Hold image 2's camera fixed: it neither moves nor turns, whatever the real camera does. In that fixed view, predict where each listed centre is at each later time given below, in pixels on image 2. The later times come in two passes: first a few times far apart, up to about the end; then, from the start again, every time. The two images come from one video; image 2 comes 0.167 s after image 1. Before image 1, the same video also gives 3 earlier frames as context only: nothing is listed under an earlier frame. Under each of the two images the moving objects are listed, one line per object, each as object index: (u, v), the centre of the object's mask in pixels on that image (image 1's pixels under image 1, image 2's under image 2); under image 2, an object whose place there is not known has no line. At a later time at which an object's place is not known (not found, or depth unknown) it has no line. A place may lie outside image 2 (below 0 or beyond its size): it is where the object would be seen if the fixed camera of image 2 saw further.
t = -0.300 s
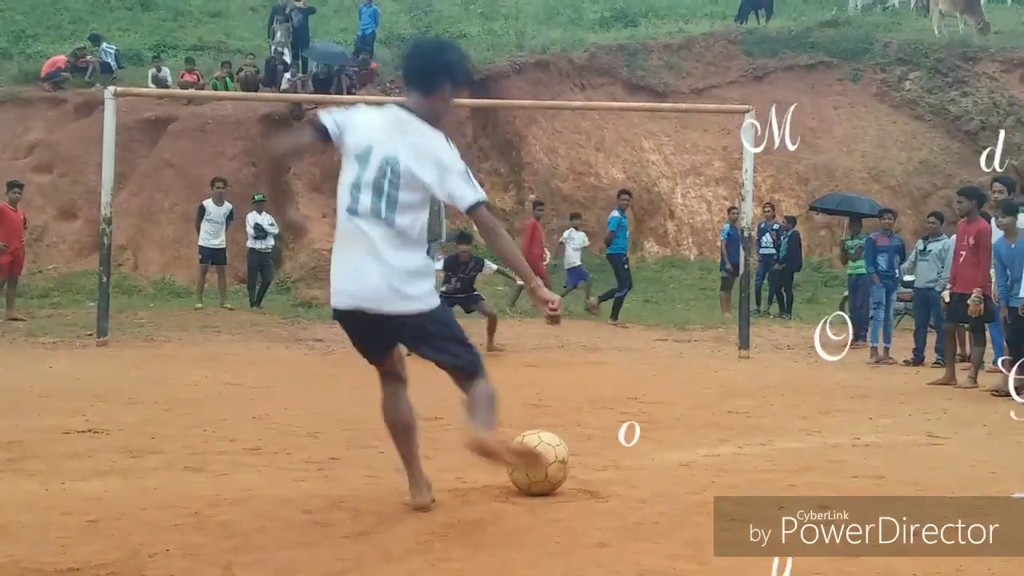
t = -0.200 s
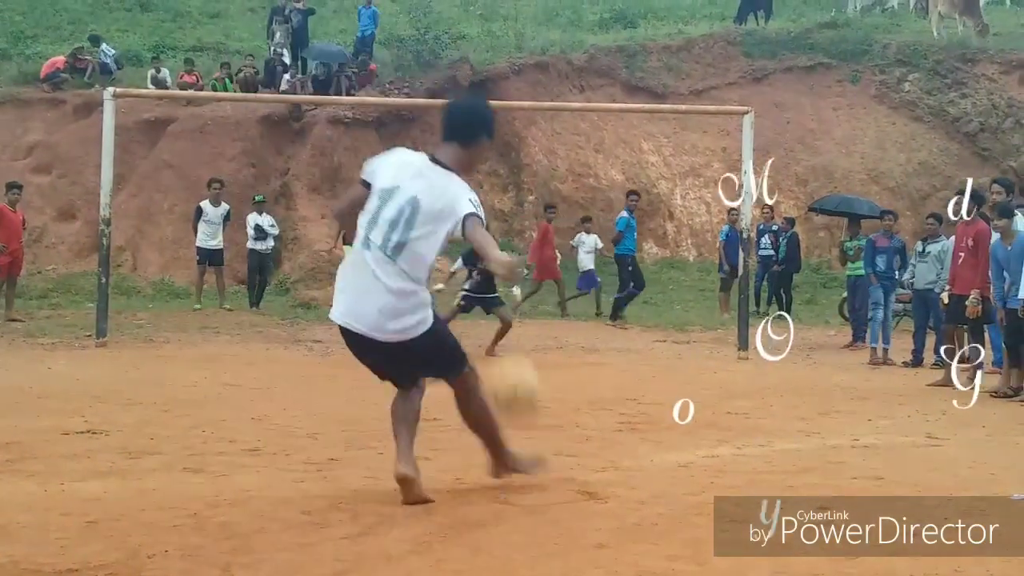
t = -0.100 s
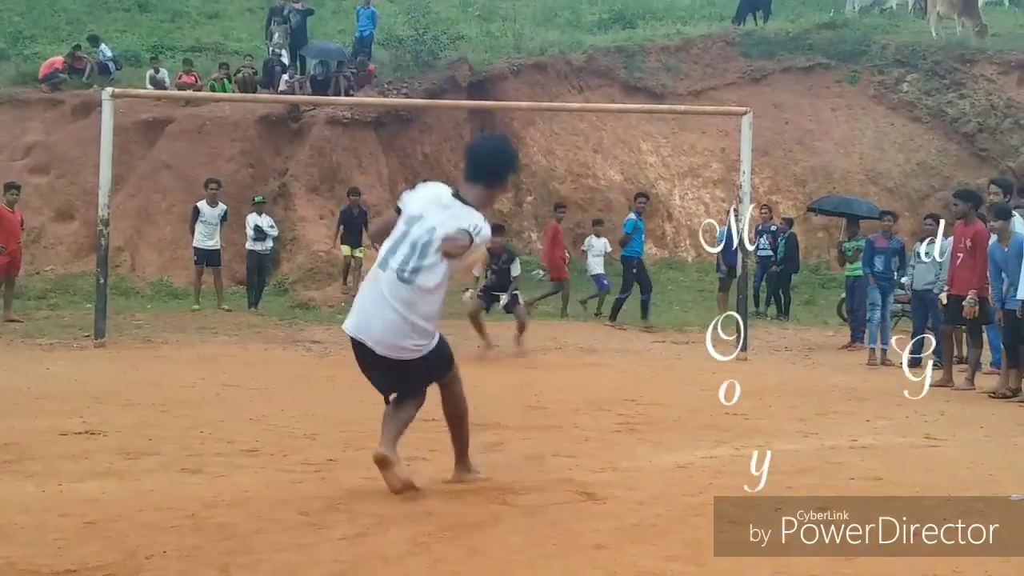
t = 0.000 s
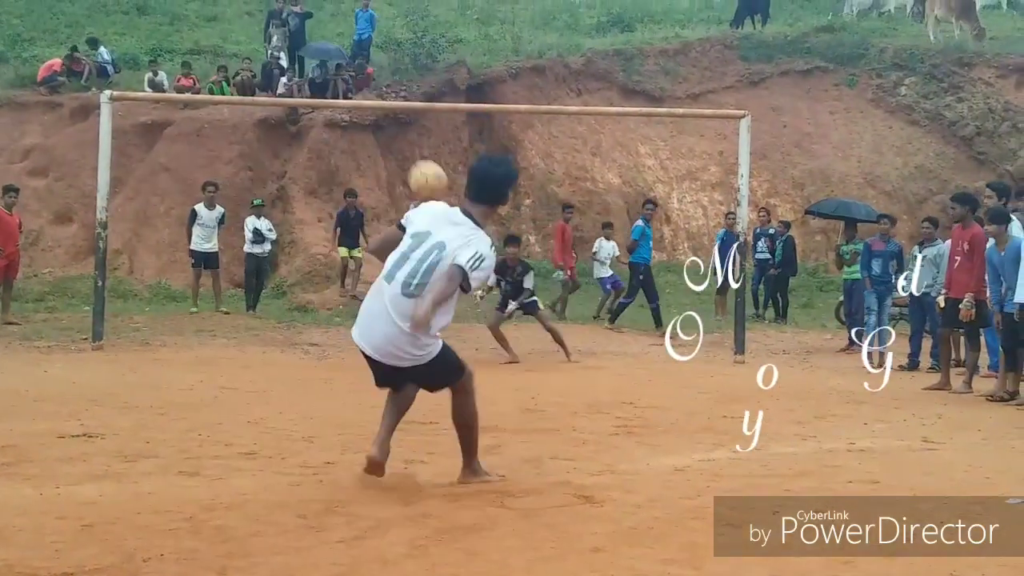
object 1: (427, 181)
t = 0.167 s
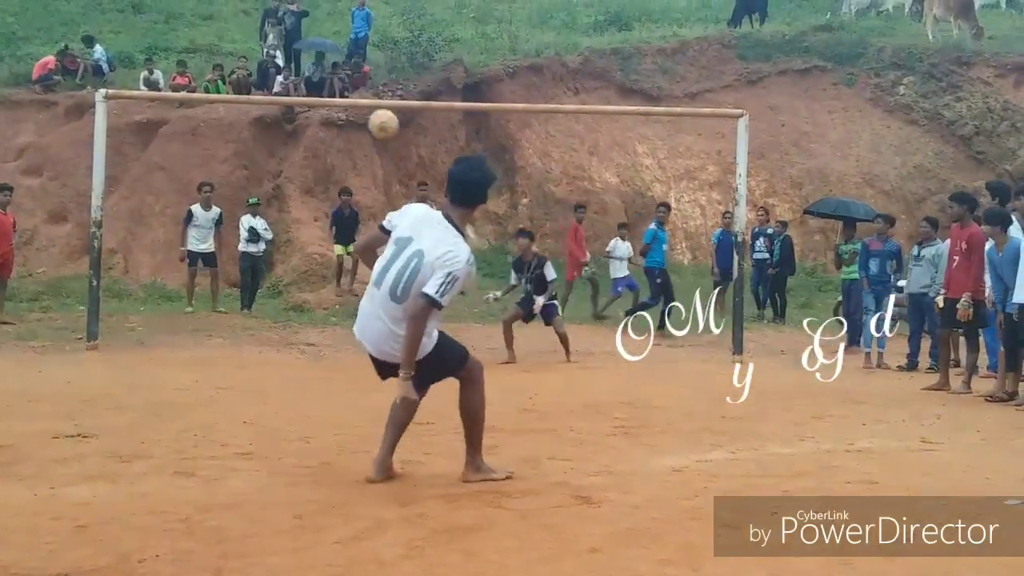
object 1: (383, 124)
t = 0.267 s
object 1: (363, 113)
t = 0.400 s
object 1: (341, 114)
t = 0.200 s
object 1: (376, 119)
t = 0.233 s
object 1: (370, 115)
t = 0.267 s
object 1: (363, 113)
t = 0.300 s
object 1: (358, 112)
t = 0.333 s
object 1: (352, 112)
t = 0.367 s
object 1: (347, 113)
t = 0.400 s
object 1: (341, 114)
